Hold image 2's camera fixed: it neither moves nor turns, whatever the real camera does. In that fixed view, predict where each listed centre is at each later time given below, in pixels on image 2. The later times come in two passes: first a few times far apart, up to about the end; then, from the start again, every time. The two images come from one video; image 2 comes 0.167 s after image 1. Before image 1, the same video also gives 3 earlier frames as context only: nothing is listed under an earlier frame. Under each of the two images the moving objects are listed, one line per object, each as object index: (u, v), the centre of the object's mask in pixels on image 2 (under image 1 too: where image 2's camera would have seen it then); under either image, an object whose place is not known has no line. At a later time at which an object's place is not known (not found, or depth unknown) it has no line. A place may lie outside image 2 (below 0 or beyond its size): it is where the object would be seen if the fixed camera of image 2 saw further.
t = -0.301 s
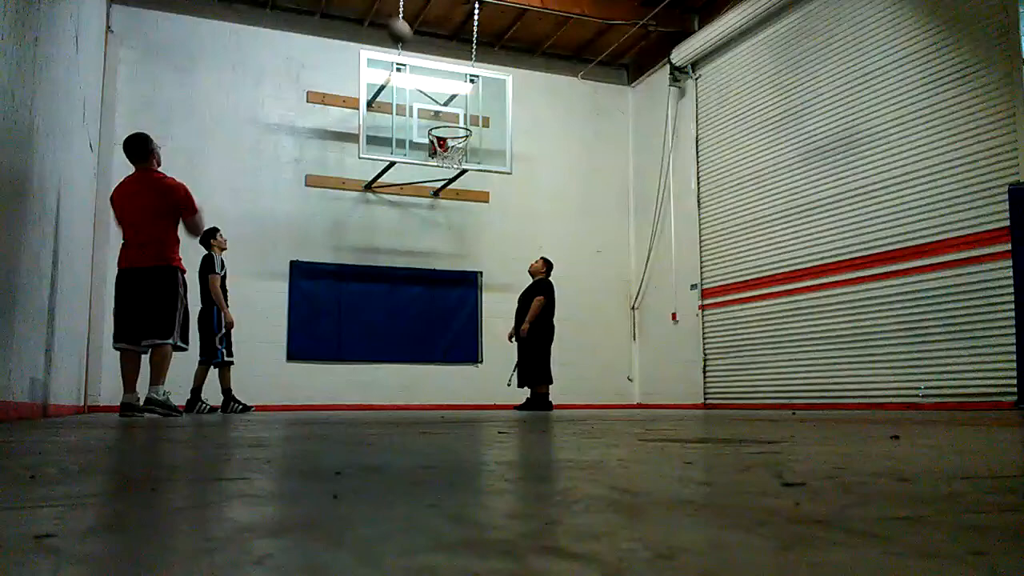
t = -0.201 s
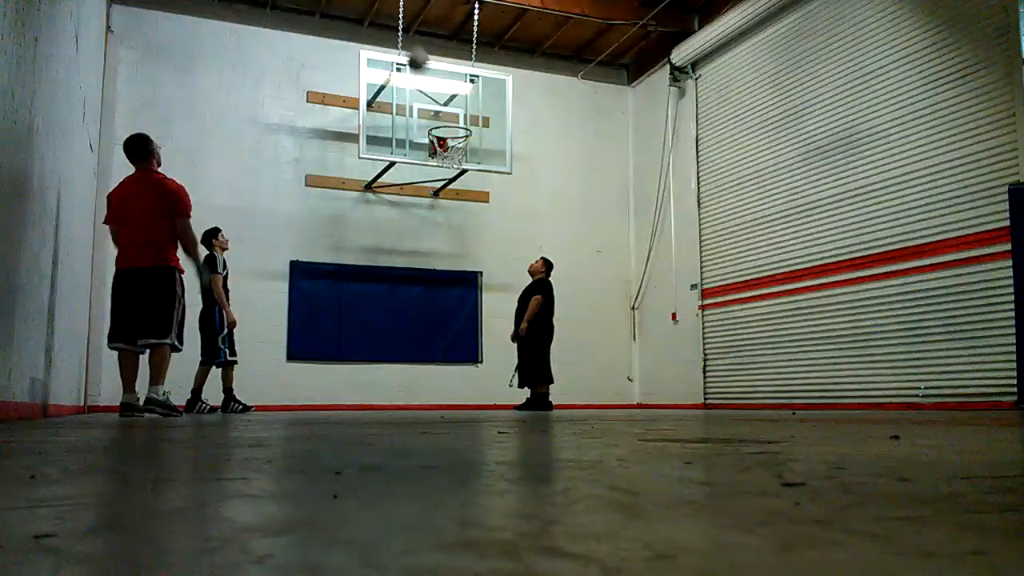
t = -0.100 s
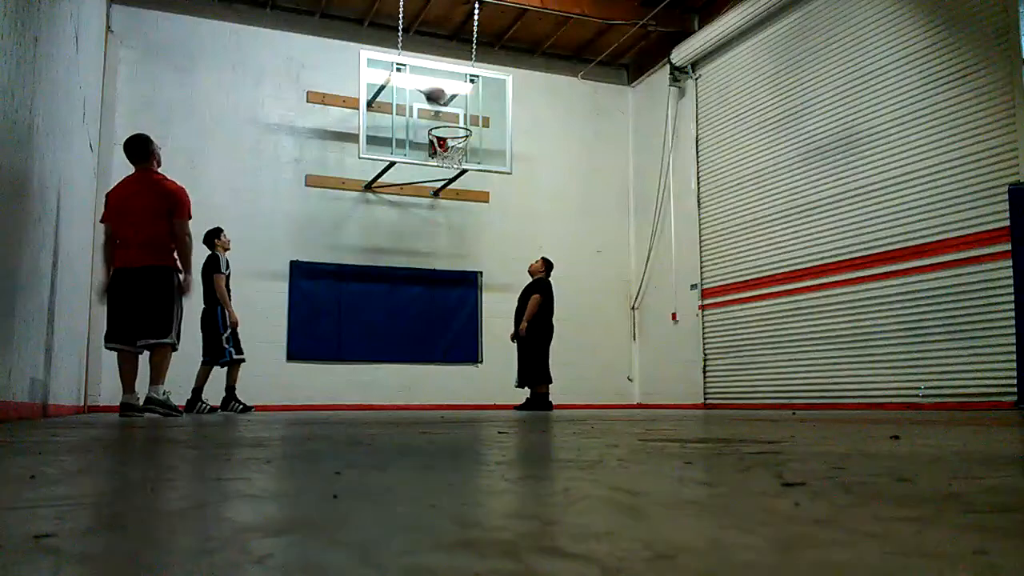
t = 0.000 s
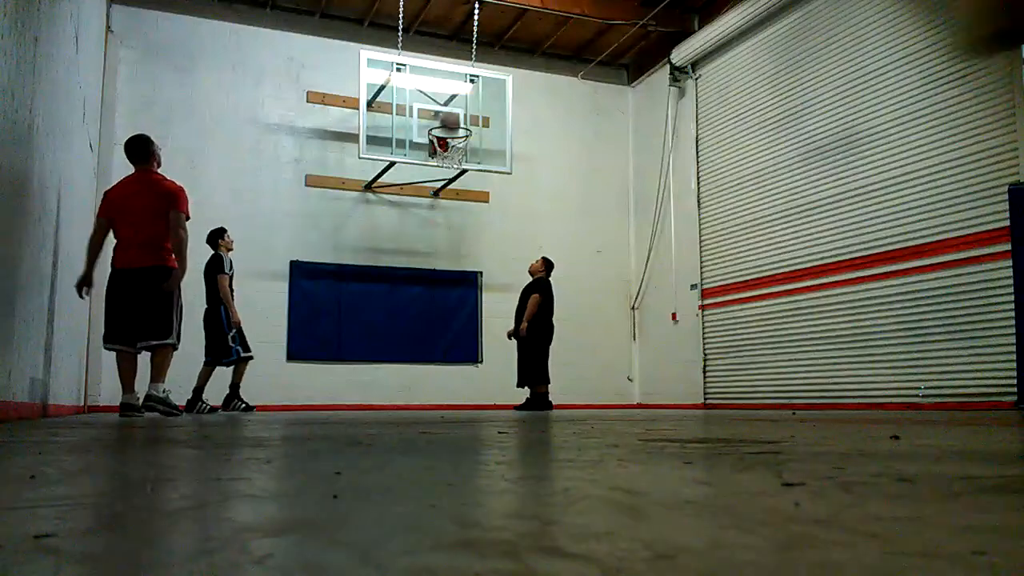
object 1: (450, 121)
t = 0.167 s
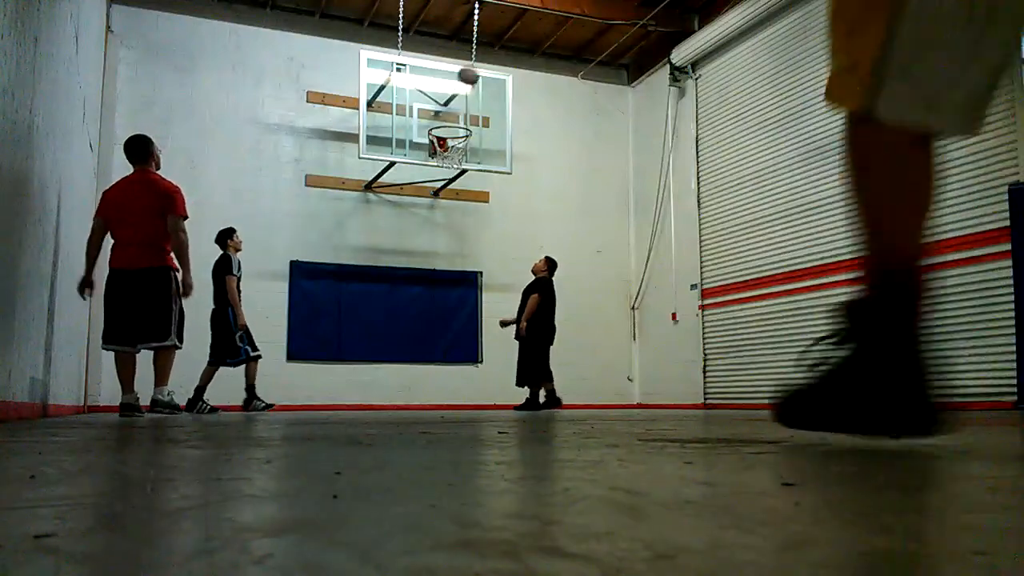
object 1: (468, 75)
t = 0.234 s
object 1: (476, 61)
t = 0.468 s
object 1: (502, 44)
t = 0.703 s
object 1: (528, 74)
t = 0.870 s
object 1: (548, 128)
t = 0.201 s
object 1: (472, 68)
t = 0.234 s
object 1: (476, 61)
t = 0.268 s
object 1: (480, 56)
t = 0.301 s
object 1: (484, 52)
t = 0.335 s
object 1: (487, 48)
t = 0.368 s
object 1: (491, 46)
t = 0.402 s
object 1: (494, 44)
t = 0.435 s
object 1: (498, 44)
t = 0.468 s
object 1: (502, 44)
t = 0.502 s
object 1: (505, 45)
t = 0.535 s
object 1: (509, 47)
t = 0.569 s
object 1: (513, 50)
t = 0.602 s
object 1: (517, 54)
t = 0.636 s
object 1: (521, 59)
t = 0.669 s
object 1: (525, 66)
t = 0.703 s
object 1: (528, 74)
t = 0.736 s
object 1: (532, 84)
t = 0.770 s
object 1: (536, 93)
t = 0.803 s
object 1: (540, 104)
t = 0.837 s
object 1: (544, 115)
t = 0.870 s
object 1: (548, 128)
